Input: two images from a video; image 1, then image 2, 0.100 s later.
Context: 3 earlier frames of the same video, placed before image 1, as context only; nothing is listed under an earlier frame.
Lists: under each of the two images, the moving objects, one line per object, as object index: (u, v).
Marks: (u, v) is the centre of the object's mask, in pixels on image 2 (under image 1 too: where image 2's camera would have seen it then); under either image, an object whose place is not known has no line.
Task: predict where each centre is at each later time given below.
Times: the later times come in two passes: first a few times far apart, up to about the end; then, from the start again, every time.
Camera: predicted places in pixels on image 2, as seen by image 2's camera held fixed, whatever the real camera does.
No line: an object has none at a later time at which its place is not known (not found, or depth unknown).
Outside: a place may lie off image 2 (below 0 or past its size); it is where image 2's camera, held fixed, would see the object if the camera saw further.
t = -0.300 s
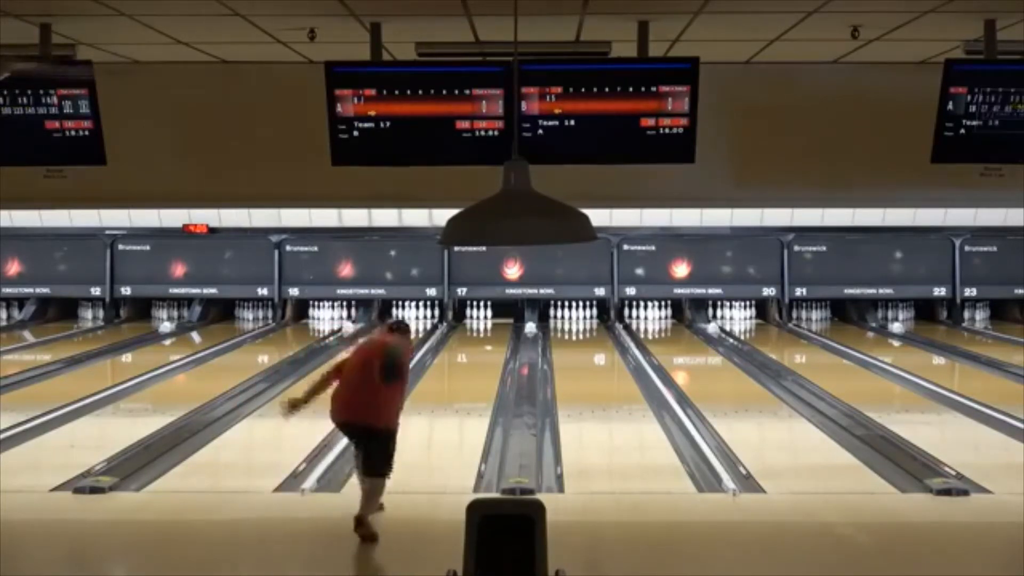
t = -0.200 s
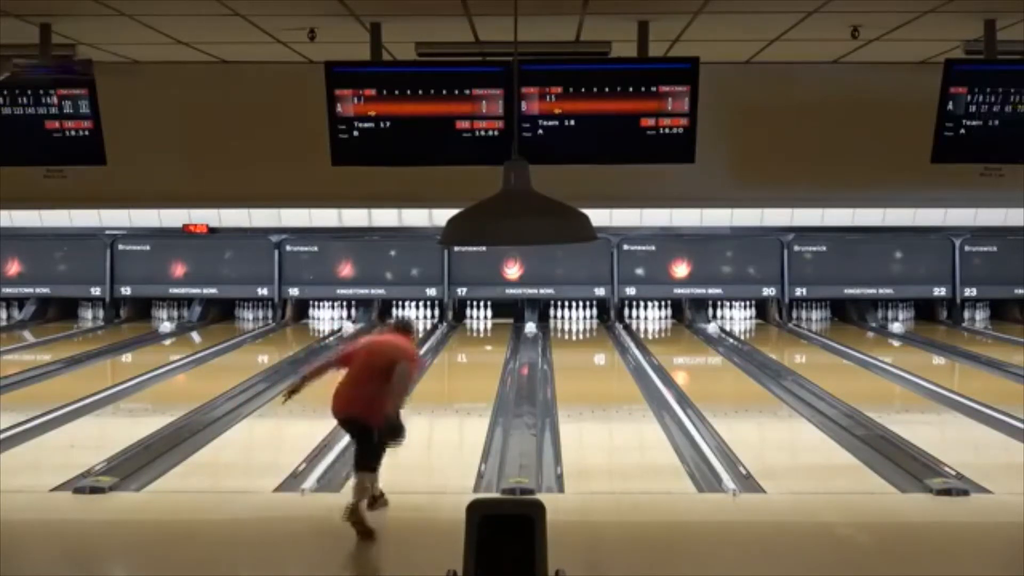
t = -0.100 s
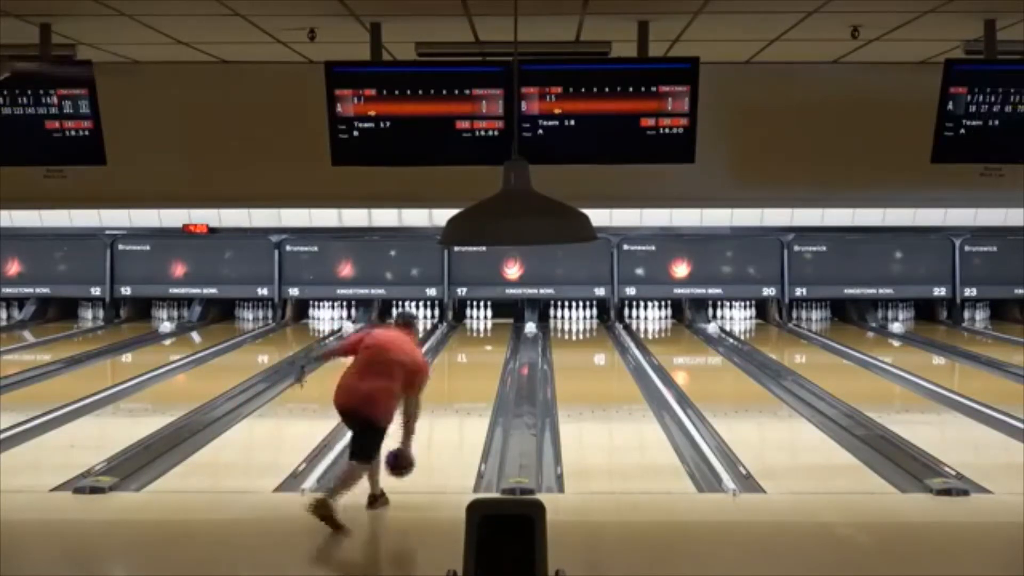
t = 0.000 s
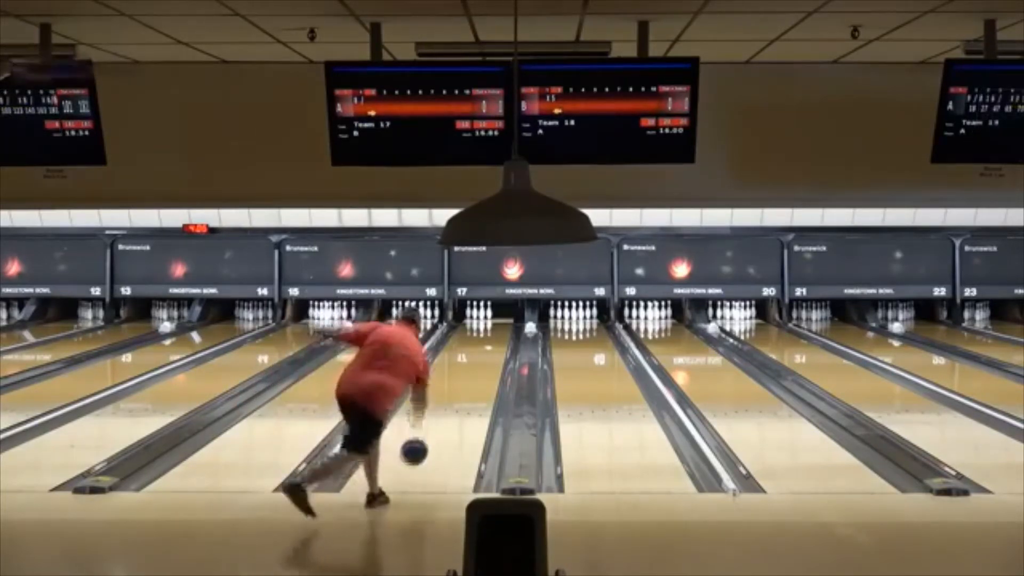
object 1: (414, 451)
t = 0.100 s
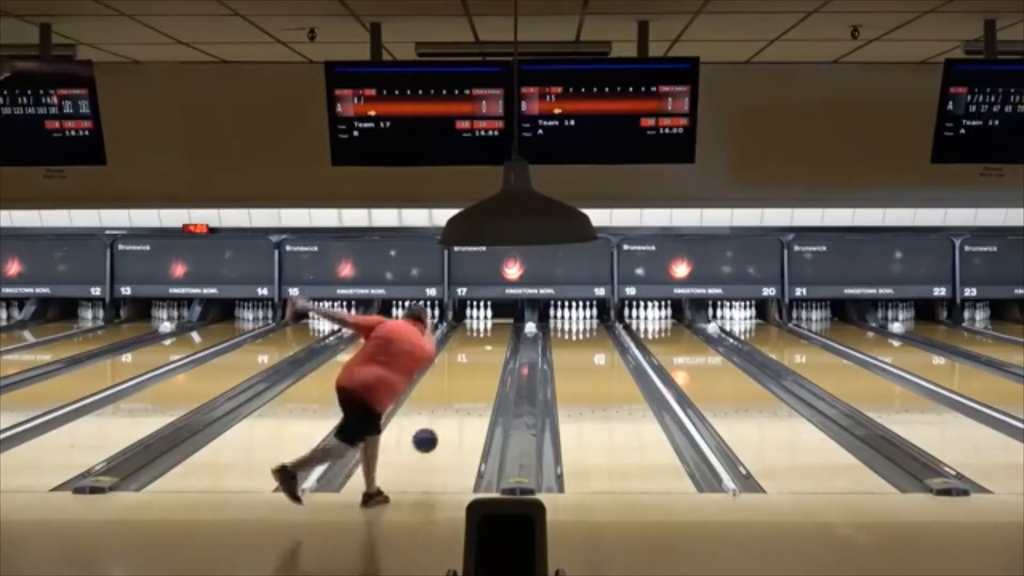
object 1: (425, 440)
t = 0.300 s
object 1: (442, 427)
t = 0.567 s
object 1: (459, 398)
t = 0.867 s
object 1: (473, 373)
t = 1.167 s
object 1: (482, 354)
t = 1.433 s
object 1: (488, 341)
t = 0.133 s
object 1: (428, 439)
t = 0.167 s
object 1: (431, 439)
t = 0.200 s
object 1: (434, 441)
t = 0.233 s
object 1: (437, 436)
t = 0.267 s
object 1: (440, 431)
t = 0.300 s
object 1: (442, 427)
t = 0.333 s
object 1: (445, 424)
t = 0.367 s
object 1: (447, 419)
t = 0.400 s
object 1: (449, 415)
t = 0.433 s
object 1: (451, 411)
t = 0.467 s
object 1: (454, 407)
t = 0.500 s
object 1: (455, 404)
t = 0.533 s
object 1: (457, 401)
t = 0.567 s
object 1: (459, 398)
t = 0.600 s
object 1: (461, 395)
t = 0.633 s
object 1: (461, 391)
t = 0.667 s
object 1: (464, 389)
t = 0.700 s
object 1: (466, 385)
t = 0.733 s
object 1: (468, 383)
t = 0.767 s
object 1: (469, 380)
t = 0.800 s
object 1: (470, 378)
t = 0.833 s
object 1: (472, 375)
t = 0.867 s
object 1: (473, 373)
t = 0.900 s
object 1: (474, 370)
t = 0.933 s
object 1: (475, 368)
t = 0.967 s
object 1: (476, 366)
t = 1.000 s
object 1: (477, 363)
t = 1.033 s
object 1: (479, 362)
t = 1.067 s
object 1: (480, 359)
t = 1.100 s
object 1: (480, 358)
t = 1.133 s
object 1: (482, 355)
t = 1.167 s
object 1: (482, 354)
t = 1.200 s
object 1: (483, 353)
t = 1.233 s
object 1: (484, 351)
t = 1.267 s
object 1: (484, 349)
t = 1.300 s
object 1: (485, 348)
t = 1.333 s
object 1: (486, 346)
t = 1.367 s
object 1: (486, 344)
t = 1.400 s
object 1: (488, 342)
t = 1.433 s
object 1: (488, 341)
